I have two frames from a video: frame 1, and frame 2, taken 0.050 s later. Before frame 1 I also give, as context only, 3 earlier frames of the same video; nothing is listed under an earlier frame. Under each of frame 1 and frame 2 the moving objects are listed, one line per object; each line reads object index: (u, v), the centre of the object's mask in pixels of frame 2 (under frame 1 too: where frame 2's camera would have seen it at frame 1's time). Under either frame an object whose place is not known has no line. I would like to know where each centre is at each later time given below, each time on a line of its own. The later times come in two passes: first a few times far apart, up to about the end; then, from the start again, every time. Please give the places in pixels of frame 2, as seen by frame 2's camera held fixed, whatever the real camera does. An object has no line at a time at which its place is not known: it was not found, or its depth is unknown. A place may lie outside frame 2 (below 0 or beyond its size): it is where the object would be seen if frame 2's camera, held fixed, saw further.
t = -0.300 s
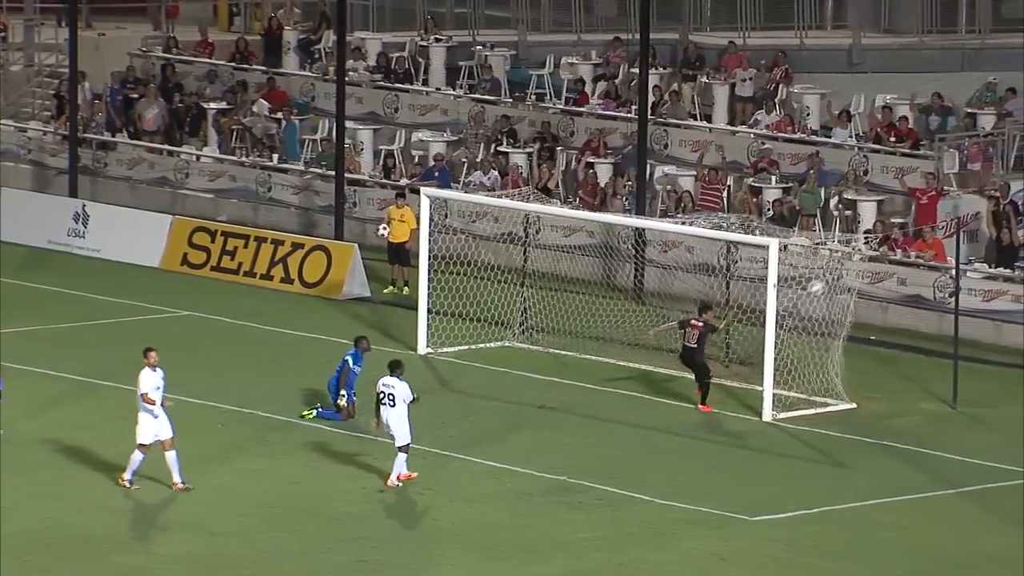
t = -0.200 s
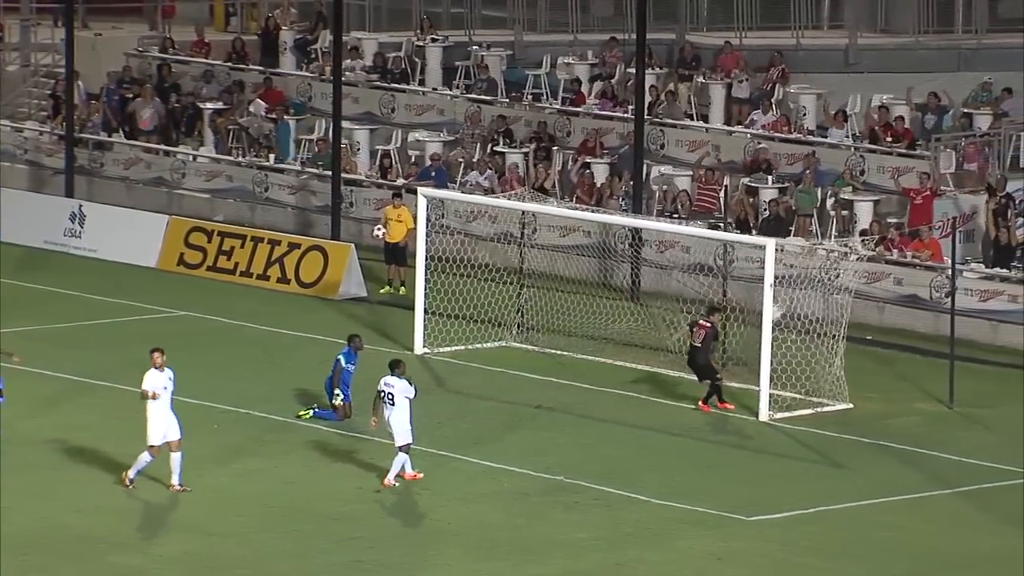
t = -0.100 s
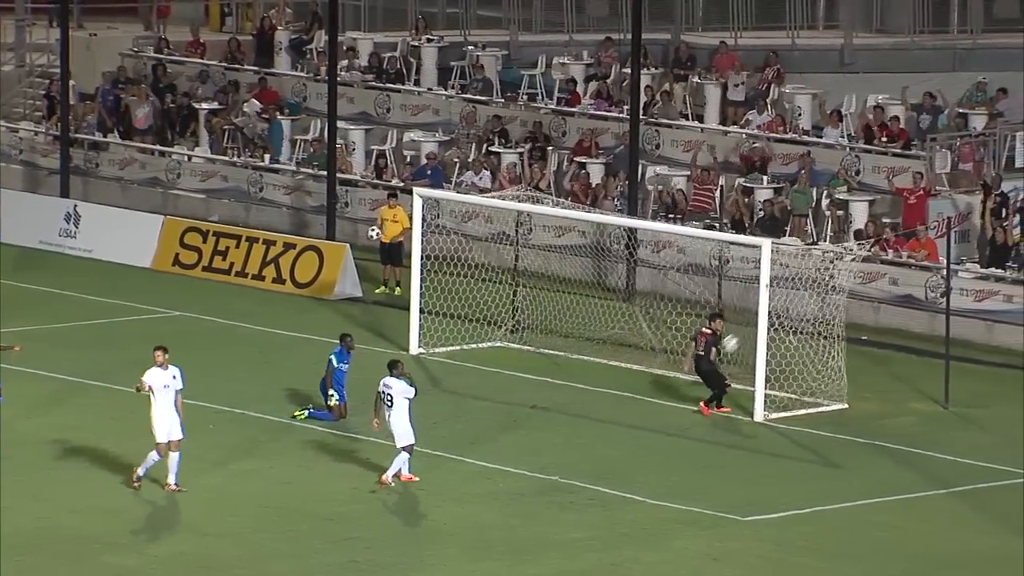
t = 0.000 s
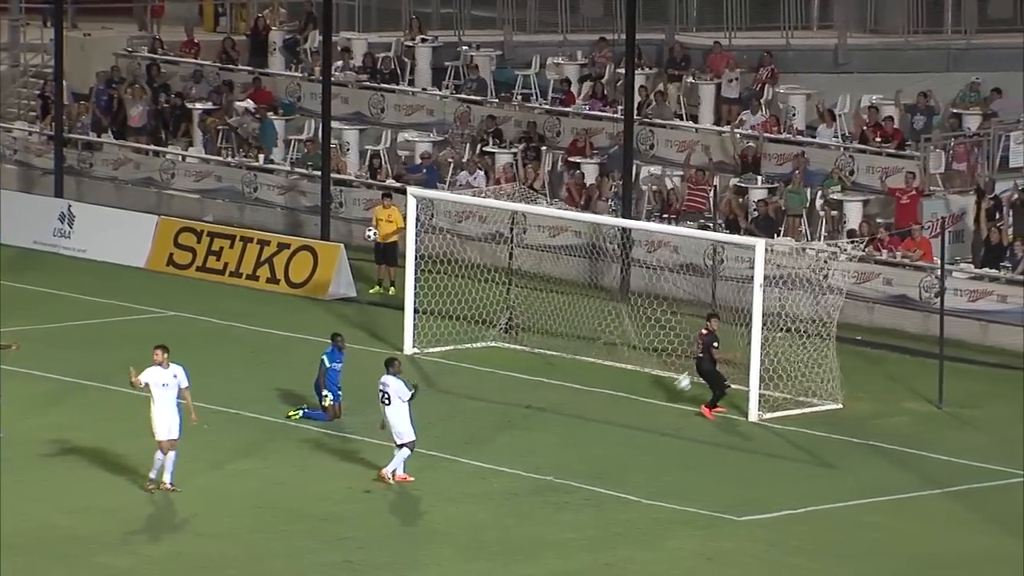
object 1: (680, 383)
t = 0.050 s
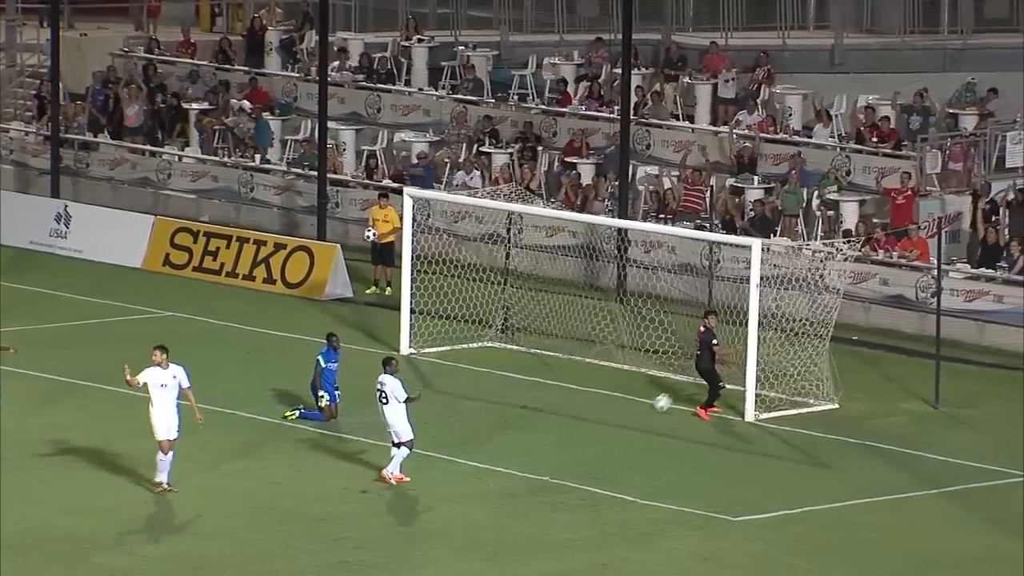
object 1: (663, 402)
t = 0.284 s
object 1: (625, 356)
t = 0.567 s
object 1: (578, 346)
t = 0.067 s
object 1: (659, 401)
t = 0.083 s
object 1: (656, 397)
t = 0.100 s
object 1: (654, 391)
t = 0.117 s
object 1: (651, 387)
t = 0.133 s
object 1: (648, 383)
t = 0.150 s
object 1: (646, 379)
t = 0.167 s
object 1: (643, 376)
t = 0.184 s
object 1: (640, 373)
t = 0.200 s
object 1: (639, 369)
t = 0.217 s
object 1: (636, 366)
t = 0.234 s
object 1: (633, 363)
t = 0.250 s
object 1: (630, 361)
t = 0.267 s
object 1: (628, 358)
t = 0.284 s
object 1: (625, 356)
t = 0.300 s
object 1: (622, 354)
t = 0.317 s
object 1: (619, 352)
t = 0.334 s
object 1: (617, 350)
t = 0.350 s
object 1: (614, 348)
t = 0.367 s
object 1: (611, 347)
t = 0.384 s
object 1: (609, 346)
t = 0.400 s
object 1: (606, 345)
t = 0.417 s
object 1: (603, 344)
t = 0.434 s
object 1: (600, 344)
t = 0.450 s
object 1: (597, 343)
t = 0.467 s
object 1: (594, 343)
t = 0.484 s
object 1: (592, 343)
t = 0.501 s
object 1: (589, 343)
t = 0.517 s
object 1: (585, 343)
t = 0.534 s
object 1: (583, 344)
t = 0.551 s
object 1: (579, 344)
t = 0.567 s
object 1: (578, 346)
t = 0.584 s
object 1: (574, 347)
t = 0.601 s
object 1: (571, 348)
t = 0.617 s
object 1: (568, 350)
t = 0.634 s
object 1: (565, 351)
